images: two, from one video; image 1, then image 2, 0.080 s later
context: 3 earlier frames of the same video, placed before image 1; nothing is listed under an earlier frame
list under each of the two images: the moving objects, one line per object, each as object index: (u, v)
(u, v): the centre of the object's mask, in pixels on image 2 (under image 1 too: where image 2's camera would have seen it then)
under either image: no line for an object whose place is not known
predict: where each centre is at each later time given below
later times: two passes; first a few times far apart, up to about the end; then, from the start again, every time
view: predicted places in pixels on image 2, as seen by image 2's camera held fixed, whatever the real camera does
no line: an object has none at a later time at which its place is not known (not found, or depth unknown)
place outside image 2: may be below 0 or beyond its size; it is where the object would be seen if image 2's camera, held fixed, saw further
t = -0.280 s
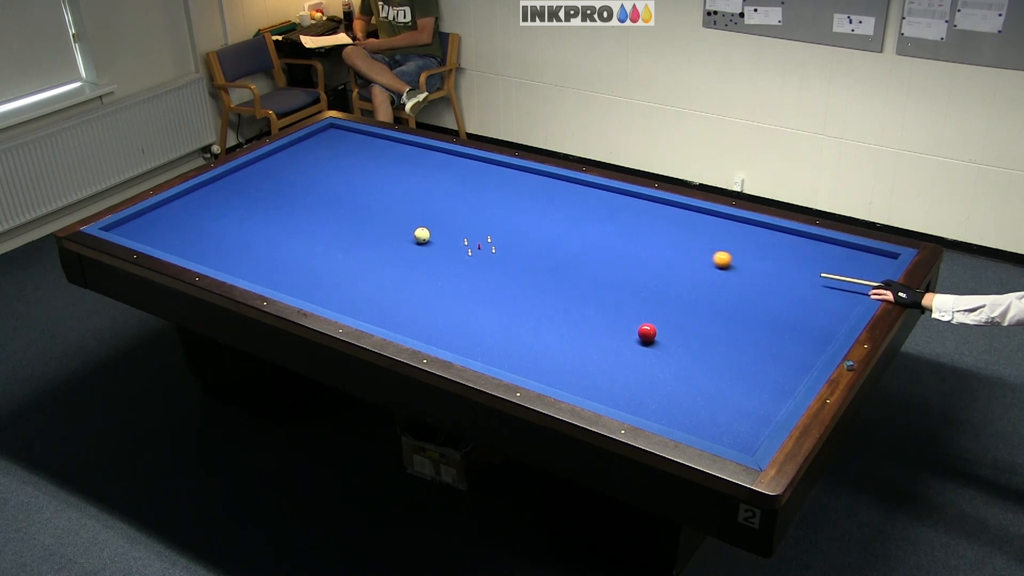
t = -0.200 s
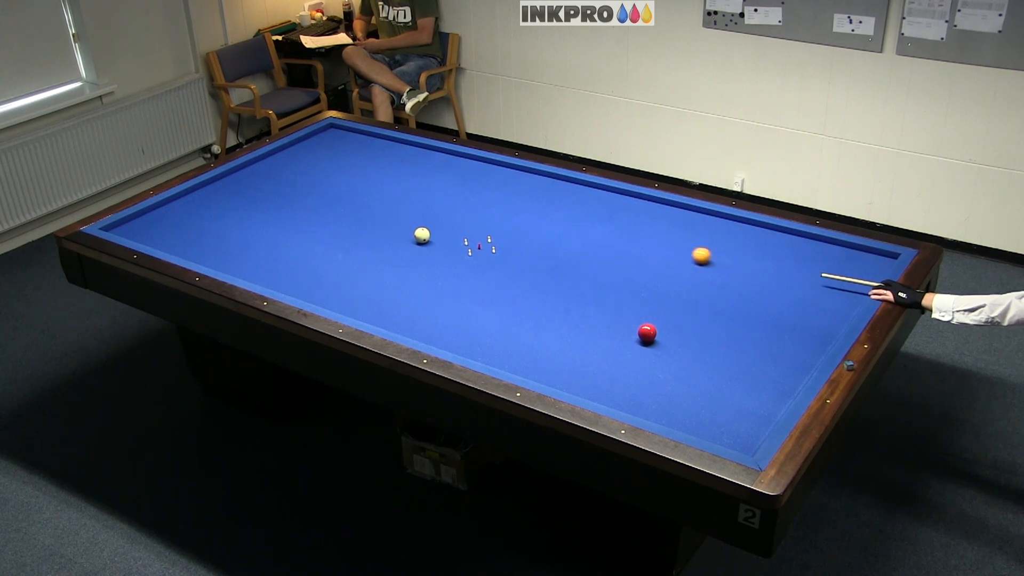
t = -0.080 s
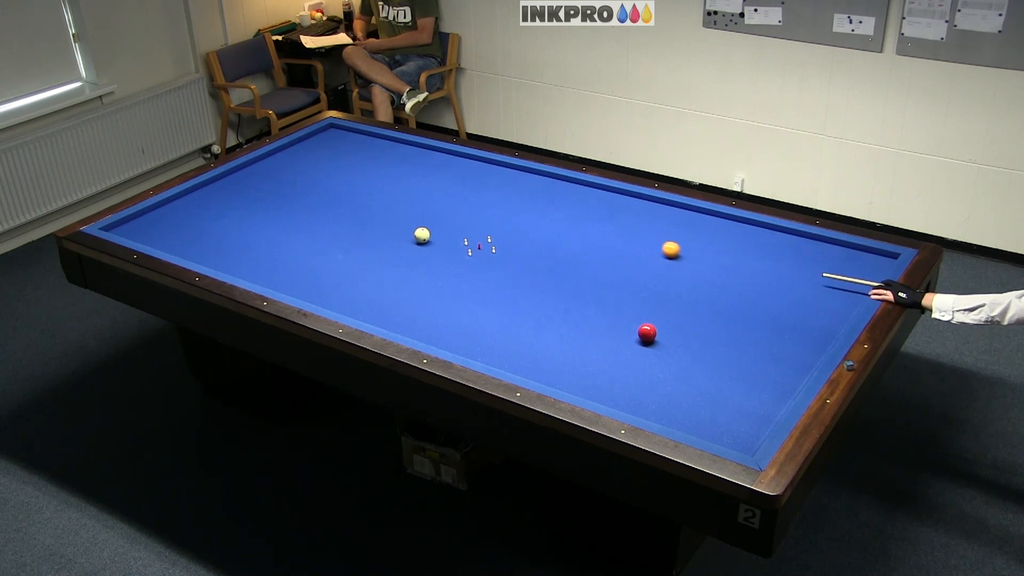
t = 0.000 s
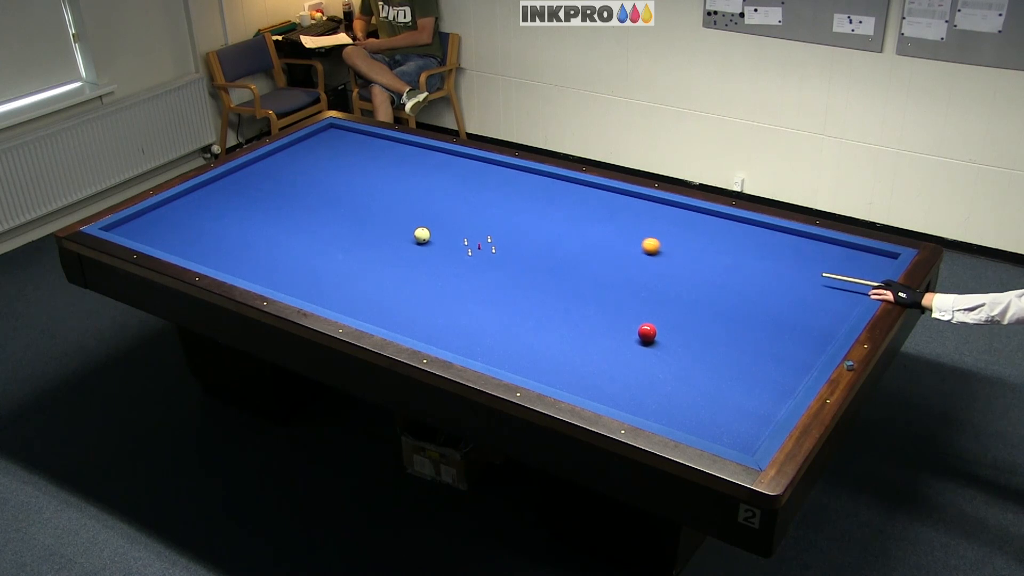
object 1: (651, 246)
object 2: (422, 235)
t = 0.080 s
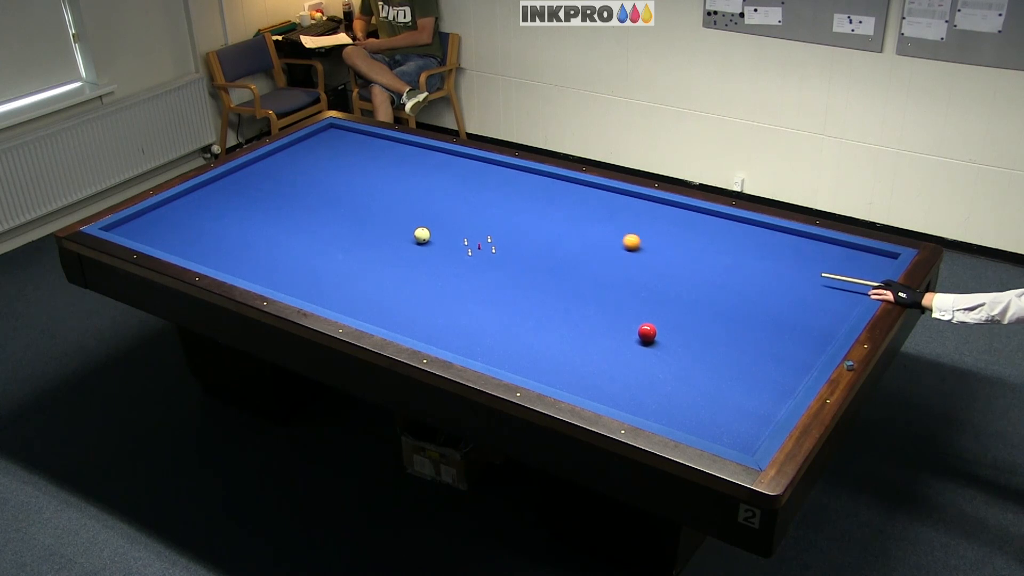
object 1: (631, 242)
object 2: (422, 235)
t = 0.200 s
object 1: (603, 237)
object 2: (422, 235)
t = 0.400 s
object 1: (557, 228)
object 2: (422, 235)
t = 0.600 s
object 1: (514, 219)
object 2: (422, 235)
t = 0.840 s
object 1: (464, 210)
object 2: (422, 235)
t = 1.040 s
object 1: (426, 202)
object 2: (422, 235)
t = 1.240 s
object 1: (388, 195)
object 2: (422, 235)
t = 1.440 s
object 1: (353, 189)
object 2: (422, 235)
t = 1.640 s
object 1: (319, 182)
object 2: (422, 235)
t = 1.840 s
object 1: (287, 176)
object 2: (422, 235)
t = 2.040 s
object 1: (256, 171)
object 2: (422, 235)
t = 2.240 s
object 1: (248, 170)
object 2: (422, 235)
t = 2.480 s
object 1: (263, 177)
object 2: (422, 235)
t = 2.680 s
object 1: (277, 182)
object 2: (422, 235)
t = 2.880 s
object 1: (290, 187)
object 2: (422, 235)
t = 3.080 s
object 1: (303, 192)
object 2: (422, 235)
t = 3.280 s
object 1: (316, 197)
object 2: (422, 235)
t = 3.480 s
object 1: (329, 202)
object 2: (422, 235)
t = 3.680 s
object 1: (342, 207)
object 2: (422, 235)
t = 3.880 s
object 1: (355, 212)
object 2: (422, 235)
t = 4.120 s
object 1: (371, 219)
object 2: (422, 235)
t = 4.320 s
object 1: (384, 224)
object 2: (422, 235)
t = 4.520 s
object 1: (398, 229)
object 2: (422, 235)
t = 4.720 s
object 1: (408, 234)
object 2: (425, 236)
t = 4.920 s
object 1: (408, 236)
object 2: (434, 238)
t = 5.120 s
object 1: (409, 238)
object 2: (444, 240)
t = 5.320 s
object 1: (410, 241)
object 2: (452, 242)
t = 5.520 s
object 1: (411, 243)
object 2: (461, 243)
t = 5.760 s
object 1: (412, 245)
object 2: (470, 245)
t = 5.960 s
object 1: (412, 246)
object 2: (478, 247)
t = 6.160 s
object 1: (412, 248)
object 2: (485, 249)
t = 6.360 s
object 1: (413, 249)
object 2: (492, 250)
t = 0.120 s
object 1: (622, 240)
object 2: (422, 235)
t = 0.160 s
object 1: (612, 239)
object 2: (422, 235)
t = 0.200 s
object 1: (603, 237)
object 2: (422, 235)
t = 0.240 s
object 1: (593, 235)
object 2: (422, 235)
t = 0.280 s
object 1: (584, 233)
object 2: (422, 235)
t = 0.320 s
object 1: (575, 231)
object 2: (422, 235)
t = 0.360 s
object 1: (566, 229)
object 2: (422, 235)
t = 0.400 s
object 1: (557, 228)
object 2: (422, 235)
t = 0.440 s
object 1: (548, 226)
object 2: (422, 235)
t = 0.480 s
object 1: (539, 224)
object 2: (422, 235)
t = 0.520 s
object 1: (531, 223)
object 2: (422, 235)
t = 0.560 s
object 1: (522, 221)
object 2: (422, 235)
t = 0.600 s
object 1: (514, 219)
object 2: (422, 235)
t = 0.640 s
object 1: (505, 218)
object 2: (422, 235)
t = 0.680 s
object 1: (497, 216)
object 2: (422, 235)
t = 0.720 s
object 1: (489, 215)
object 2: (422, 235)
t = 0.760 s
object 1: (480, 213)
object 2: (422, 235)
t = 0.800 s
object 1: (472, 211)
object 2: (422, 235)
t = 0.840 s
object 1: (464, 210)
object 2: (422, 235)
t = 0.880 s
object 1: (456, 208)
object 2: (422, 235)
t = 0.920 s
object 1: (449, 207)
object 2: (422, 235)
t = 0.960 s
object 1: (441, 205)
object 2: (422, 235)
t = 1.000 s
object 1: (433, 204)
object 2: (422, 235)
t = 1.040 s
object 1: (426, 202)
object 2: (422, 235)
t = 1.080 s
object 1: (418, 201)
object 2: (422, 235)
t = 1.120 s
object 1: (410, 200)
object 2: (422, 235)
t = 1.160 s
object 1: (403, 198)
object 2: (422, 235)
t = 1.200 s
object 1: (395, 197)
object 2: (422, 235)
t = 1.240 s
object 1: (388, 195)
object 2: (422, 235)
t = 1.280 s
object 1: (381, 194)
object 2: (422, 235)
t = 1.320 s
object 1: (374, 193)
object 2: (422, 235)
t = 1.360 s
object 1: (367, 191)
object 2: (422, 235)
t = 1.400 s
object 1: (359, 190)
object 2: (422, 235)
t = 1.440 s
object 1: (353, 189)
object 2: (422, 235)
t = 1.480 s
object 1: (346, 187)
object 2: (422, 235)
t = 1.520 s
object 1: (339, 186)
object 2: (422, 235)
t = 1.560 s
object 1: (332, 185)
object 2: (422, 235)
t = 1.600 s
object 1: (325, 184)
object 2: (422, 235)
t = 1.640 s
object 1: (319, 182)
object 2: (422, 235)
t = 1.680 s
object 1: (312, 181)
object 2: (422, 235)
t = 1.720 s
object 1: (306, 180)
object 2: (422, 235)
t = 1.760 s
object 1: (299, 178)
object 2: (422, 235)
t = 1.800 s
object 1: (293, 177)
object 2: (422, 235)
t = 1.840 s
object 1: (287, 176)
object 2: (422, 235)
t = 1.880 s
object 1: (281, 175)
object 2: (422, 235)
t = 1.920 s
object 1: (274, 174)
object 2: (422, 235)
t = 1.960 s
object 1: (268, 173)
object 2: (422, 235)
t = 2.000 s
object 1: (262, 172)
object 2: (422, 235)
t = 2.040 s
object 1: (256, 171)
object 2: (422, 235)
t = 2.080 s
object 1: (250, 169)
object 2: (422, 235)
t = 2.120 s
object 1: (244, 168)
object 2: (422, 235)
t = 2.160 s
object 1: (242, 168)
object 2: (422, 235)
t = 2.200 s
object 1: (245, 169)
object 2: (422, 235)
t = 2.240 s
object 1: (248, 170)
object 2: (422, 235)
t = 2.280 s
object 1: (250, 171)
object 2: (422, 235)
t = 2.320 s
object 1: (253, 173)
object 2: (422, 235)
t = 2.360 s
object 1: (256, 173)
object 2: (422, 235)
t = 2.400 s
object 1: (258, 175)
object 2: (422, 235)
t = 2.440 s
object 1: (261, 176)
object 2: (422, 235)
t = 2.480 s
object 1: (263, 177)
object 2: (422, 235)
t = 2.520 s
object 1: (266, 178)
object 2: (422, 235)
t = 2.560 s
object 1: (269, 179)
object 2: (422, 235)
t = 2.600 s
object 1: (271, 180)
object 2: (422, 235)
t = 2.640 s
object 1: (274, 181)
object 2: (422, 235)
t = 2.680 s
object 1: (277, 182)
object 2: (422, 235)
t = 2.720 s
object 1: (279, 183)
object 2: (422, 235)
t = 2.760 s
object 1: (281, 184)
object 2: (422, 235)
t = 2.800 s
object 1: (284, 185)
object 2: (422, 235)
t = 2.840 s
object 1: (287, 186)
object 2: (422, 235)
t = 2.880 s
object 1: (290, 187)
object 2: (422, 235)
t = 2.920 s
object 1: (292, 188)
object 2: (422, 235)
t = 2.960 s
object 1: (295, 189)
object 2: (422, 235)
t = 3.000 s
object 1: (298, 190)
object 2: (422, 235)
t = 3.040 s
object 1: (300, 191)
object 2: (422, 235)
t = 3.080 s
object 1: (303, 192)
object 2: (422, 235)
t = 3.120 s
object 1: (305, 193)
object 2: (422, 235)
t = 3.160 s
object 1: (308, 194)
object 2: (422, 235)
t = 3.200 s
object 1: (310, 195)
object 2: (422, 235)
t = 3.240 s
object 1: (313, 196)
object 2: (422, 235)
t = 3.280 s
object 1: (316, 197)
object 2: (422, 235)
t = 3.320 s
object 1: (319, 198)
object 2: (422, 235)
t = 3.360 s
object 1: (321, 199)
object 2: (422, 235)
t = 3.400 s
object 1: (324, 200)
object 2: (422, 235)
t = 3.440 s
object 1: (326, 201)
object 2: (422, 235)
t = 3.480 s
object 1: (329, 202)
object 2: (422, 235)
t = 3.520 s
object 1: (332, 203)
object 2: (422, 235)
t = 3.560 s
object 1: (334, 204)
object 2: (422, 235)
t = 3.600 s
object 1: (337, 205)
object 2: (422, 235)
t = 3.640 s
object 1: (339, 206)
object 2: (422, 235)
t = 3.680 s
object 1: (342, 207)
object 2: (422, 235)
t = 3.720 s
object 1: (345, 208)
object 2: (422, 235)
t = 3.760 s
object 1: (347, 209)
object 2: (422, 235)
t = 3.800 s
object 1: (350, 210)
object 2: (422, 235)
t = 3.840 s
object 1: (353, 211)
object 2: (422, 235)
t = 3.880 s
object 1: (355, 212)
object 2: (422, 235)
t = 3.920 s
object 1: (358, 213)
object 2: (422, 235)
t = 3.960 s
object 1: (361, 214)
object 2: (422, 235)
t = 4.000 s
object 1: (363, 215)
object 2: (422, 235)
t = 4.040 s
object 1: (366, 216)
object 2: (422, 235)
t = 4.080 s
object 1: (368, 217)
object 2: (422, 235)
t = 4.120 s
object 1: (371, 219)
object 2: (422, 235)
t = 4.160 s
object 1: (374, 220)
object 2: (422, 235)
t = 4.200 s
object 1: (377, 221)
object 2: (422, 235)
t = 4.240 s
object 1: (379, 222)
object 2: (422, 235)
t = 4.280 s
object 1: (382, 223)
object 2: (422, 235)
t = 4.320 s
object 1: (384, 224)
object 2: (422, 235)
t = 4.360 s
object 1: (387, 225)
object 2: (422, 235)
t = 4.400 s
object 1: (390, 226)
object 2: (422, 235)
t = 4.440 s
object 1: (392, 227)
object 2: (422, 235)
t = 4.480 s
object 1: (395, 228)
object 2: (422, 235)
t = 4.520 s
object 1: (398, 229)
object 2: (422, 235)
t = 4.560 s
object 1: (400, 230)
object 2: (422, 235)
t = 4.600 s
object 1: (403, 231)
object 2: (422, 235)
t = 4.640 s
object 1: (406, 232)
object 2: (422, 235)
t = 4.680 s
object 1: (408, 233)
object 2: (422, 236)
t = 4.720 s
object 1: (408, 234)
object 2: (425, 236)
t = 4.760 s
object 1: (408, 234)
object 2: (427, 236)
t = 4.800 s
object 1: (408, 235)
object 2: (429, 237)
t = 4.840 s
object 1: (408, 235)
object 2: (431, 237)
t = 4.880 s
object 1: (408, 236)
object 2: (432, 238)
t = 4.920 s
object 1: (408, 236)
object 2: (434, 238)
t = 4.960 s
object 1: (409, 237)
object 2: (436, 238)
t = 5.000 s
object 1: (409, 237)
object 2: (438, 239)
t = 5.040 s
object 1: (409, 238)
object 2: (440, 239)
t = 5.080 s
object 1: (409, 238)
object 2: (442, 240)
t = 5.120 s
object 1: (409, 238)
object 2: (444, 240)
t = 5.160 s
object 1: (409, 239)
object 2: (445, 240)
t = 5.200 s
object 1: (410, 239)
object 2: (447, 241)
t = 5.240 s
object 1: (410, 240)
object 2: (449, 241)
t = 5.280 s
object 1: (410, 240)
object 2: (451, 241)
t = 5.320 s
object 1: (410, 241)
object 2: (452, 242)
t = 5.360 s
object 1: (410, 241)
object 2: (454, 242)
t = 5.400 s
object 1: (410, 241)
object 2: (456, 242)
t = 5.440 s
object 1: (410, 242)
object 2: (457, 243)
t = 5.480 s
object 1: (411, 242)
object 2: (459, 243)
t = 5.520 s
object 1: (411, 243)
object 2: (461, 243)
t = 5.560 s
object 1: (411, 243)
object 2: (462, 244)
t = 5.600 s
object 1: (411, 243)
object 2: (464, 244)
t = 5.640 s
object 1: (411, 244)
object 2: (465, 244)
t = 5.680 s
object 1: (411, 244)
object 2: (467, 244)
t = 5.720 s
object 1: (411, 244)
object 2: (469, 245)
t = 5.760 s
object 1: (412, 245)
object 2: (470, 245)
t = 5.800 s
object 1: (412, 245)
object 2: (472, 245)
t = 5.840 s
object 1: (412, 245)
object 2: (474, 246)
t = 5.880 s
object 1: (412, 246)
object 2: (475, 246)
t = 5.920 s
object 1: (412, 246)
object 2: (476, 247)
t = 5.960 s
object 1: (412, 246)
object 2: (478, 247)
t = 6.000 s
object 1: (412, 246)
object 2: (479, 247)
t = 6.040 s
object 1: (412, 247)
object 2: (481, 248)
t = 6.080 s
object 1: (412, 247)
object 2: (482, 248)
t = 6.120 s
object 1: (412, 248)
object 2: (483, 248)
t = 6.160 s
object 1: (412, 248)
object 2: (485, 249)
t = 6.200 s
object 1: (413, 248)
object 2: (487, 249)
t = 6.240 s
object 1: (412, 248)
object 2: (488, 249)
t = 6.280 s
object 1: (413, 249)
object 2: (489, 249)
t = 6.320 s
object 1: (413, 249)
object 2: (491, 250)
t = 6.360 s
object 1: (413, 249)
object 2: (492, 250)
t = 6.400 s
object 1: (413, 249)
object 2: (493, 250)
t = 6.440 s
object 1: (413, 250)
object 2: (495, 251)
